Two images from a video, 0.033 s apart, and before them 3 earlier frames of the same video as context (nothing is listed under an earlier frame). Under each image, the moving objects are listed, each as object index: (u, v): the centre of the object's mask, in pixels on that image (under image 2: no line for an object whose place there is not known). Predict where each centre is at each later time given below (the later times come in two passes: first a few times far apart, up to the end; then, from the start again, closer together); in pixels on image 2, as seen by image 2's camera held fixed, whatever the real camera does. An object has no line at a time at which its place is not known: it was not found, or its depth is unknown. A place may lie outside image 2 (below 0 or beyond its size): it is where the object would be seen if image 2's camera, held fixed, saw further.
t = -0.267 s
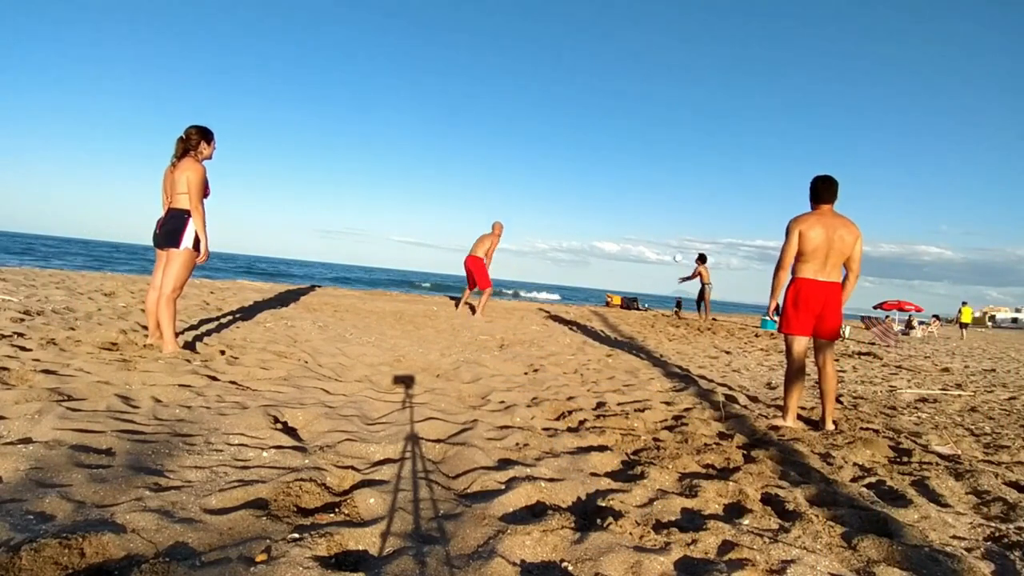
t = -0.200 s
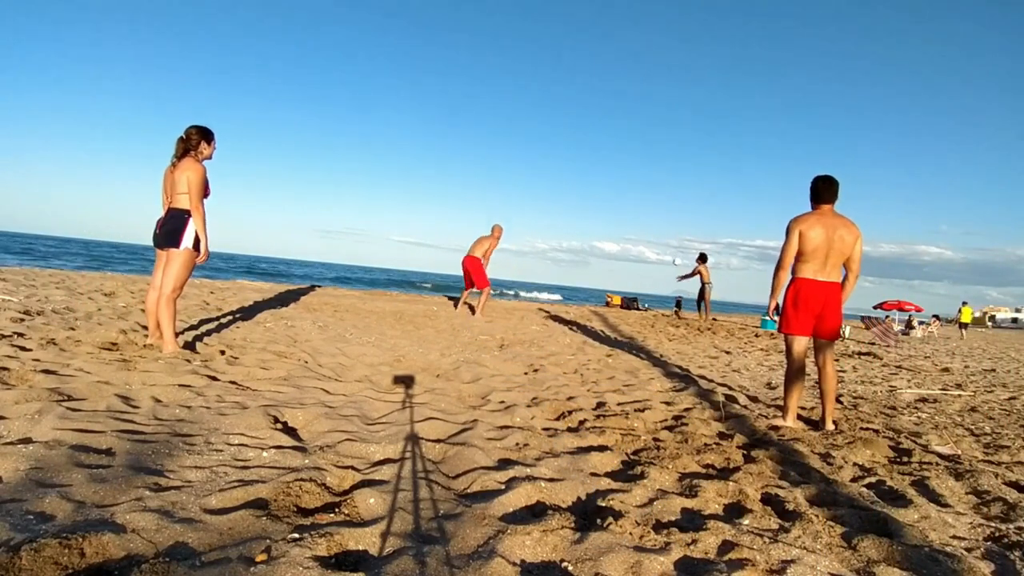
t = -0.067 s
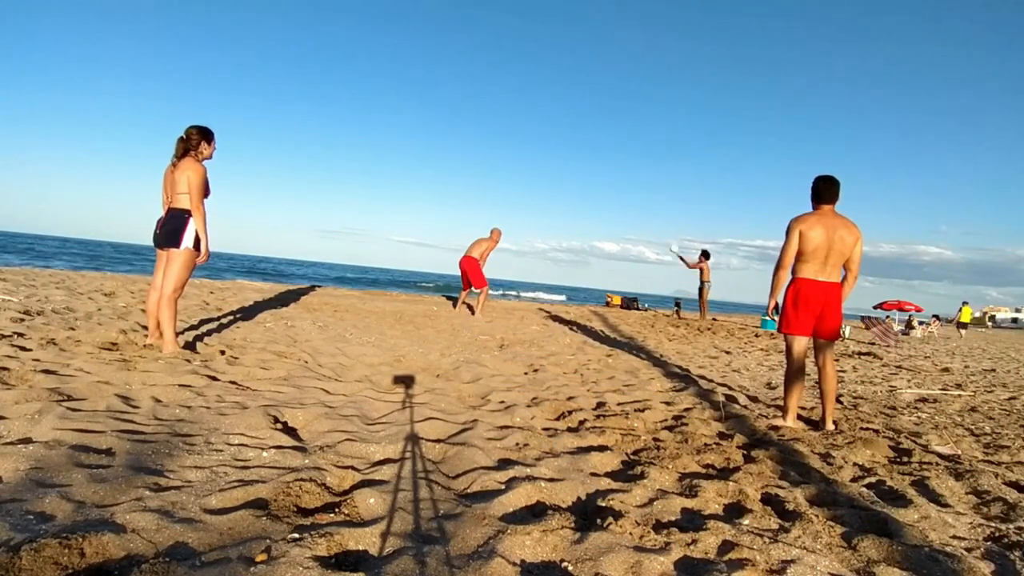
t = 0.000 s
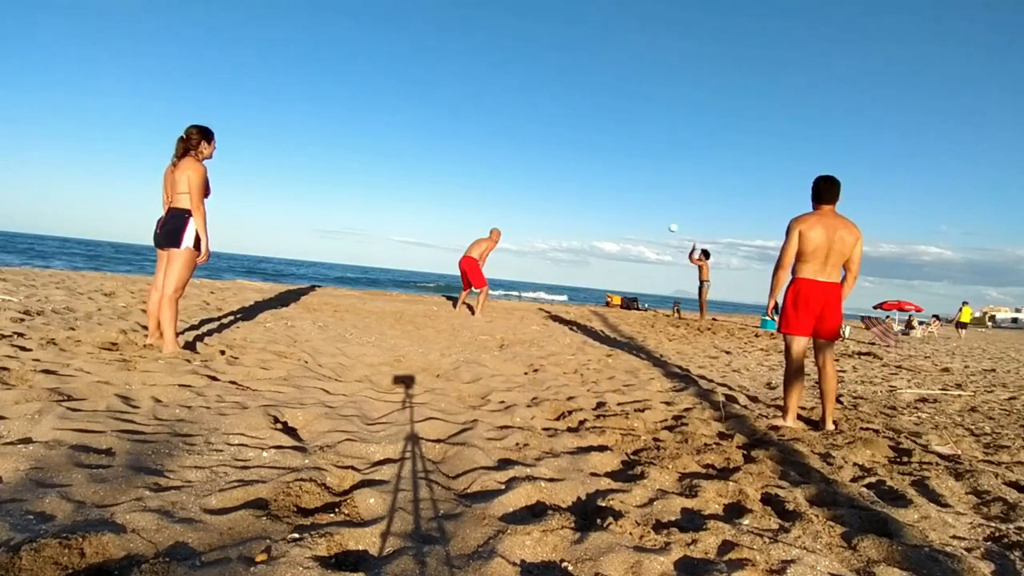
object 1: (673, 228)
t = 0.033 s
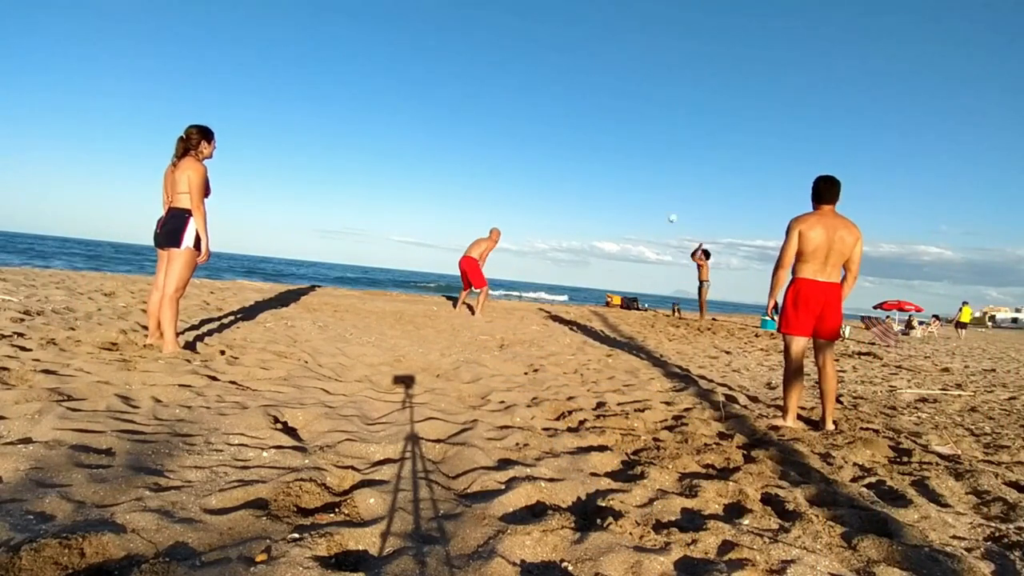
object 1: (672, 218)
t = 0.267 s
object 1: (666, 158)
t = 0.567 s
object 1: (652, 104)
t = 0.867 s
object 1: (629, 86)
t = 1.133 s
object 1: (602, 105)
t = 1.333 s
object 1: (577, 149)
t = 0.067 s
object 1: (671, 209)
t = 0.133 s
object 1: (670, 190)
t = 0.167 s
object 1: (670, 182)
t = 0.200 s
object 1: (669, 174)
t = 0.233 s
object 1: (668, 166)
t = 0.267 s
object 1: (666, 158)
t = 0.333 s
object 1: (664, 143)
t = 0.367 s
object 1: (662, 137)
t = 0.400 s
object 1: (660, 130)
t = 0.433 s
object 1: (659, 125)
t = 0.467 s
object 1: (657, 119)
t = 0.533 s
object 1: (654, 109)
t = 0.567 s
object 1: (652, 104)
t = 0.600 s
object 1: (650, 101)
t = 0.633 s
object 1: (647, 97)
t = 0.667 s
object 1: (645, 94)
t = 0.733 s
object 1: (640, 89)
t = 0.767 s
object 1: (638, 88)
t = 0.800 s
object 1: (635, 86)
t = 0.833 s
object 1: (632, 86)
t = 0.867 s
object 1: (629, 86)
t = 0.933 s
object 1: (623, 87)
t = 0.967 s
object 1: (620, 89)
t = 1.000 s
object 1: (616, 90)
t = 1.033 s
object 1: (613, 93)
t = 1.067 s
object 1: (610, 96)
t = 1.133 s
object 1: (602, 105)
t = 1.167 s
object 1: (598, 110)
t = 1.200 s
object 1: (594, 117)
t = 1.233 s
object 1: (590, 124)
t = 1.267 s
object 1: (586, 131)
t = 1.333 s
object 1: (577, 149)
